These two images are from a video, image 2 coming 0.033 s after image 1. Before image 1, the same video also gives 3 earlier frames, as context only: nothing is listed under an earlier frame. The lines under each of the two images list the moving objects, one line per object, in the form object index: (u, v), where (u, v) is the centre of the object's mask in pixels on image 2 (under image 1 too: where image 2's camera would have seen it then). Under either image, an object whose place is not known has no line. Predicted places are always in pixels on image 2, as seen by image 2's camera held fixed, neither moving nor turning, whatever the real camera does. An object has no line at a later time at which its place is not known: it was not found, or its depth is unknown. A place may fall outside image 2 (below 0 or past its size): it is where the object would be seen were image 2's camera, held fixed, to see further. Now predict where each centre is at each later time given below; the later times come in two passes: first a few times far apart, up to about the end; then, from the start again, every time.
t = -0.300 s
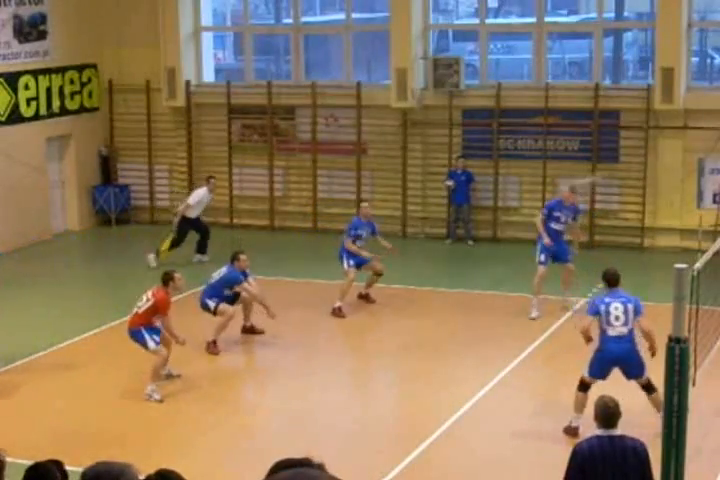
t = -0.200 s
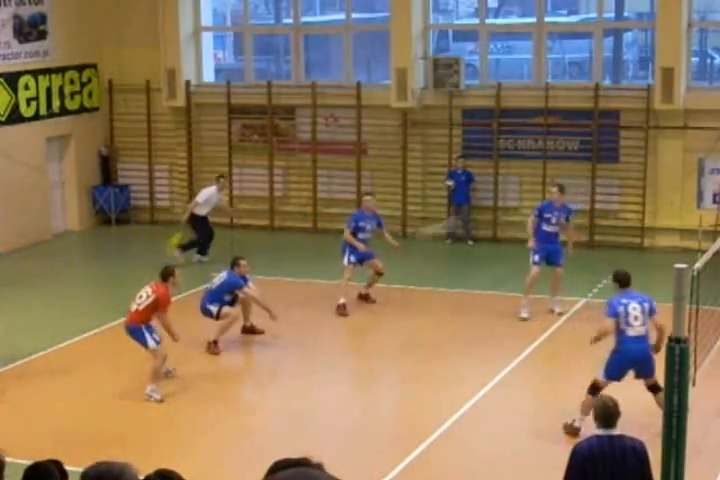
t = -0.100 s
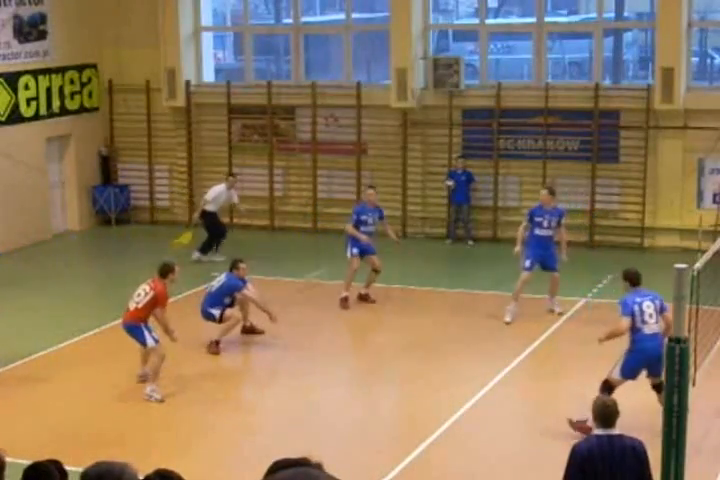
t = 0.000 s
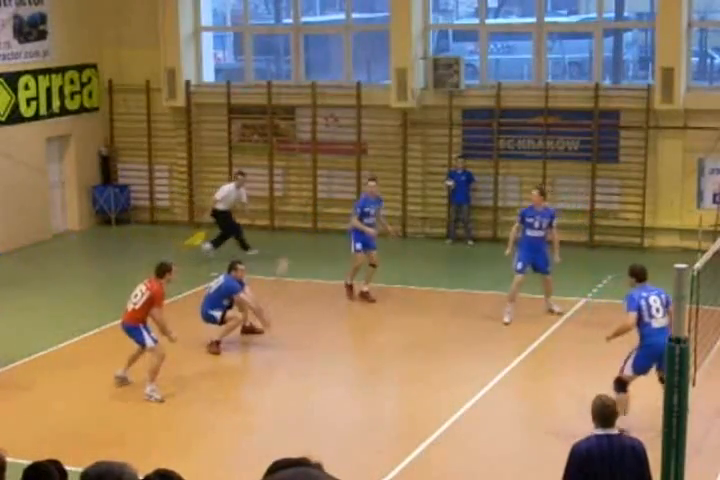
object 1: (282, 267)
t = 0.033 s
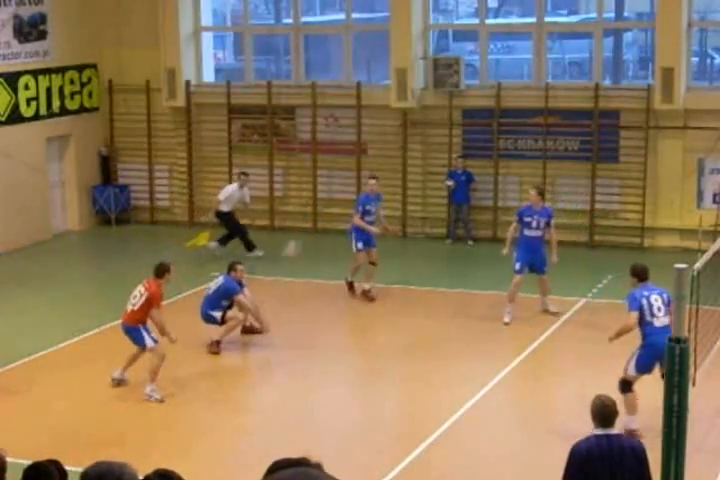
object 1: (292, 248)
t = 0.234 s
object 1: (345, 156)
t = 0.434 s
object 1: (401, 92)
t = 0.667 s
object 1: (465, 53)
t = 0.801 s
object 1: (502, 50)
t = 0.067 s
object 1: (300, 233)
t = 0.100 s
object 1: (310, 216)
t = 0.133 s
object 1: (320, 200)
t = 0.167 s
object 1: (327, 184)
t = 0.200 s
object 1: (335, 171)
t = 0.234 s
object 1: (345, 156)
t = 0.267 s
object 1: (355, 145)
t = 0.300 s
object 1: (362, 133)
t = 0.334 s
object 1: (371, 119)
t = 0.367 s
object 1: (379, 110)
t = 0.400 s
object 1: (390, 100)
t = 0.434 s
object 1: (401, 92)
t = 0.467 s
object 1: (408, 83)
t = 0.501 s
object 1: (417, 78)
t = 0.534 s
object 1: (428, 68)
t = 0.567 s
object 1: (437, 63)
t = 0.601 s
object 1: (446, 59)
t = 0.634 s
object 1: (455, 57)
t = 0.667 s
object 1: (465, 53)
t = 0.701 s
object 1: (474, 50)
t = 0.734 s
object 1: (482, 49)
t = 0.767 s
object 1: (492, 48)
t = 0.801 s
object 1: (502, 50)
